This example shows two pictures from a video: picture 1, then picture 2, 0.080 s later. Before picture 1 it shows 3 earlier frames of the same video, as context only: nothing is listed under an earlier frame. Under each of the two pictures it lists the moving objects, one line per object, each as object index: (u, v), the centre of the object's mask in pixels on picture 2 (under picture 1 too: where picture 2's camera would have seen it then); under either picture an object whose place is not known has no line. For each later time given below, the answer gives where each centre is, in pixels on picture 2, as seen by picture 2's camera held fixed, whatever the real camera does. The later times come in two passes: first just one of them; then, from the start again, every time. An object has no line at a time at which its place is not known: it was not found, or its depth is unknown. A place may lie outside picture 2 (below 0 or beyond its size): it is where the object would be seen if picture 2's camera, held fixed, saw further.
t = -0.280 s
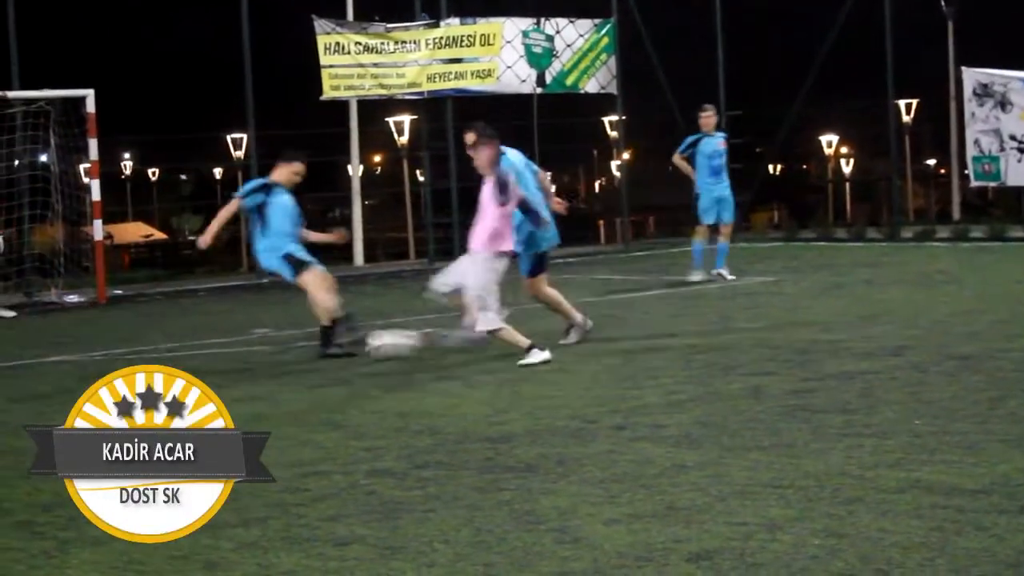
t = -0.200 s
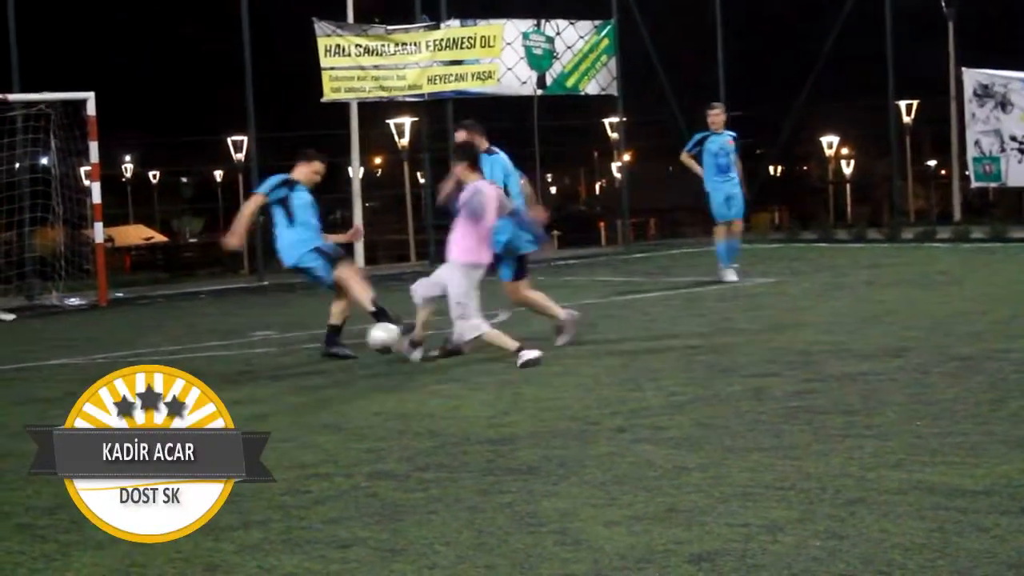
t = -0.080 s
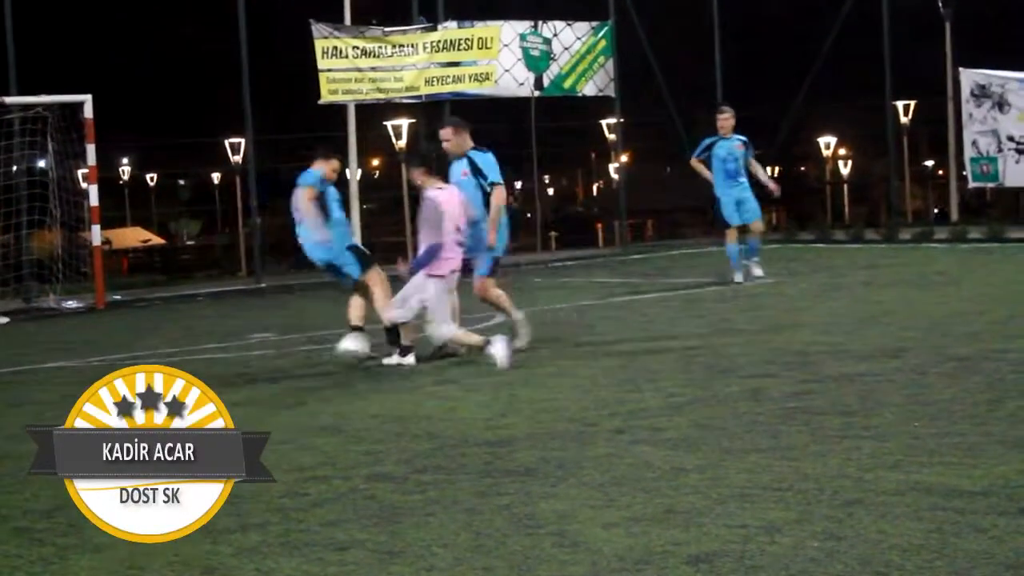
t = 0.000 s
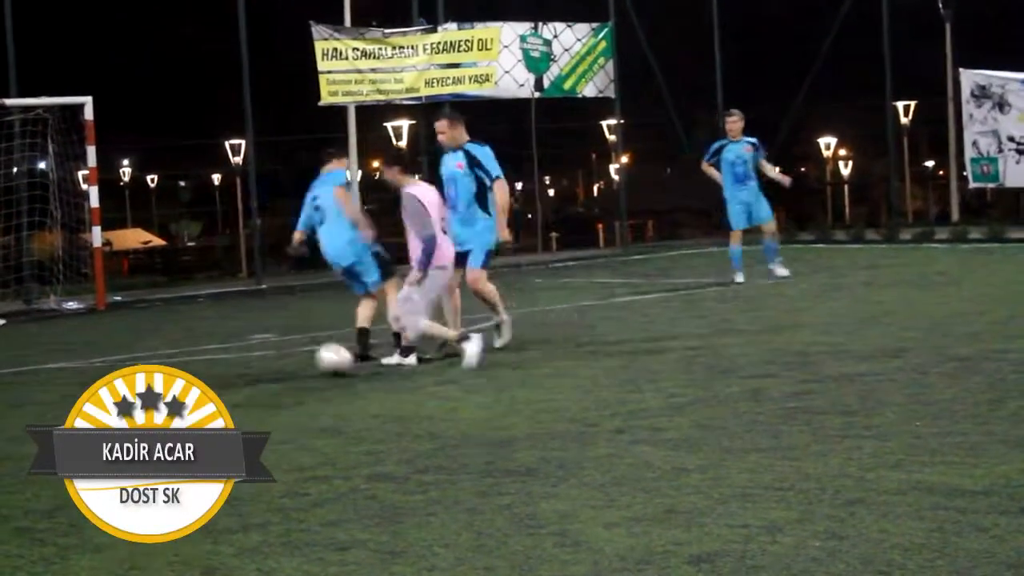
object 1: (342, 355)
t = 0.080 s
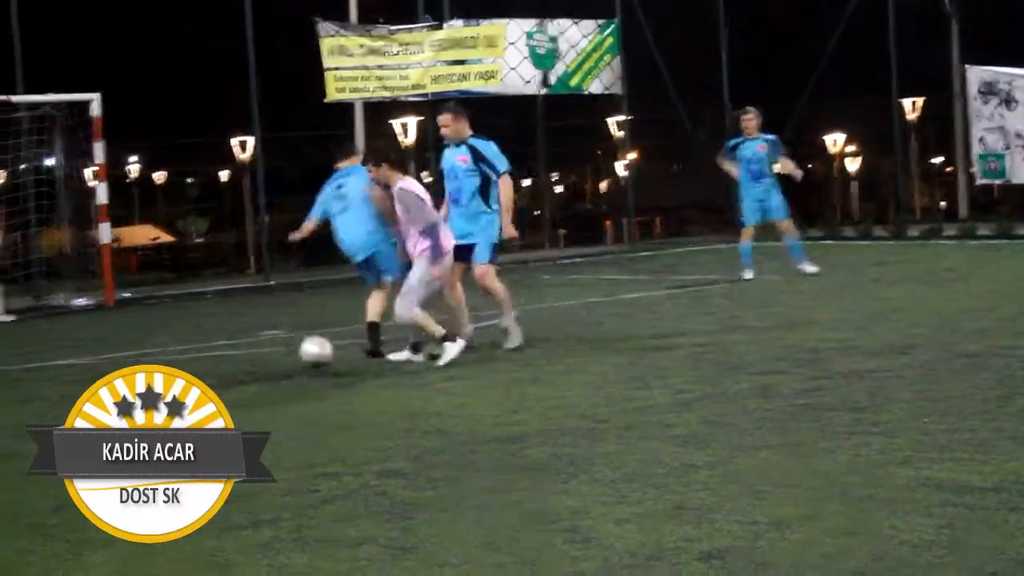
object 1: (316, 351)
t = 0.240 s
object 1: (266, 367)
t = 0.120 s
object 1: (303, 350)
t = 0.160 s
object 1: (291, 354)
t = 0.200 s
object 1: (280, 361)
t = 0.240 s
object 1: (266, 367)
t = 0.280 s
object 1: (250, 367)
